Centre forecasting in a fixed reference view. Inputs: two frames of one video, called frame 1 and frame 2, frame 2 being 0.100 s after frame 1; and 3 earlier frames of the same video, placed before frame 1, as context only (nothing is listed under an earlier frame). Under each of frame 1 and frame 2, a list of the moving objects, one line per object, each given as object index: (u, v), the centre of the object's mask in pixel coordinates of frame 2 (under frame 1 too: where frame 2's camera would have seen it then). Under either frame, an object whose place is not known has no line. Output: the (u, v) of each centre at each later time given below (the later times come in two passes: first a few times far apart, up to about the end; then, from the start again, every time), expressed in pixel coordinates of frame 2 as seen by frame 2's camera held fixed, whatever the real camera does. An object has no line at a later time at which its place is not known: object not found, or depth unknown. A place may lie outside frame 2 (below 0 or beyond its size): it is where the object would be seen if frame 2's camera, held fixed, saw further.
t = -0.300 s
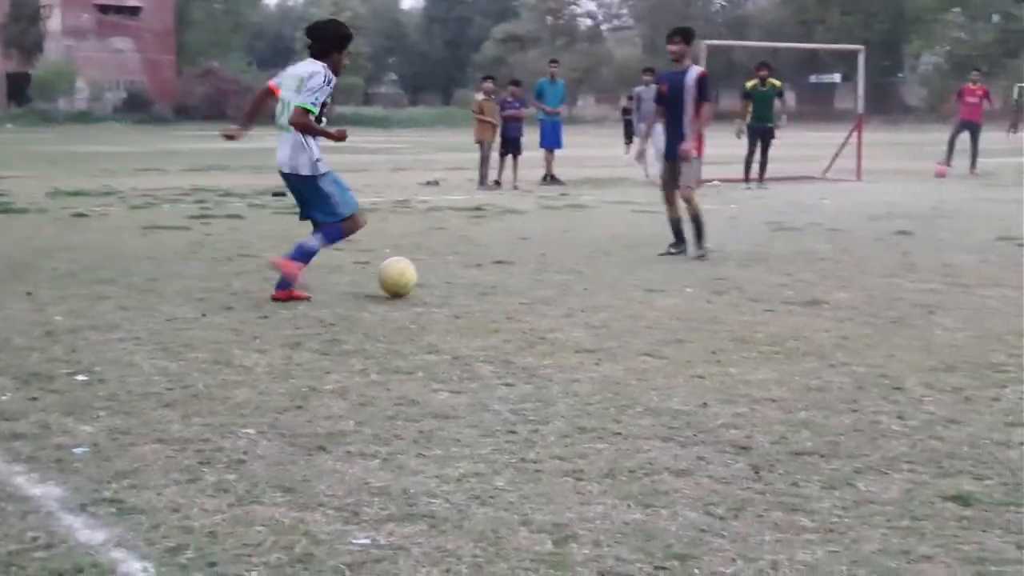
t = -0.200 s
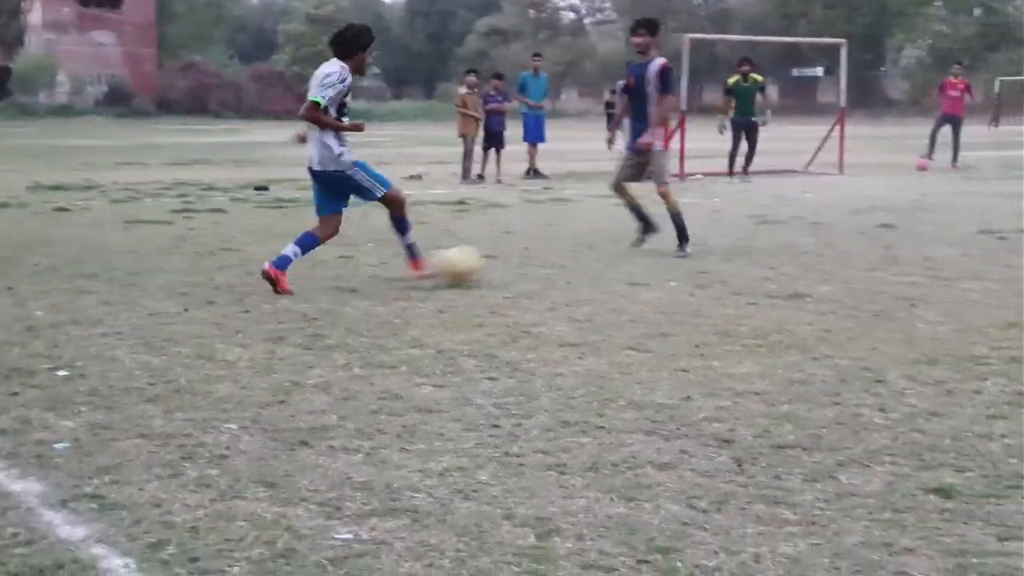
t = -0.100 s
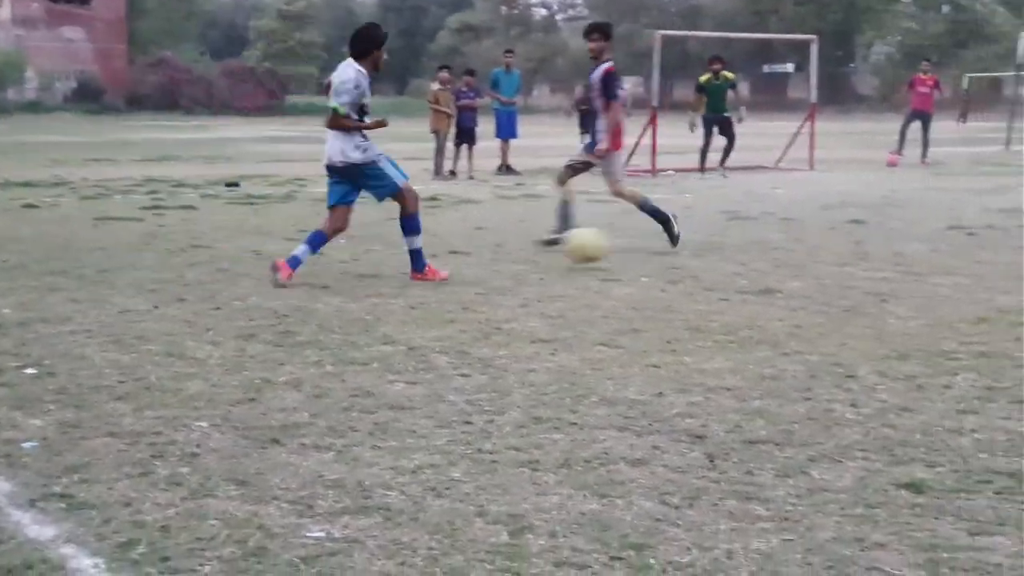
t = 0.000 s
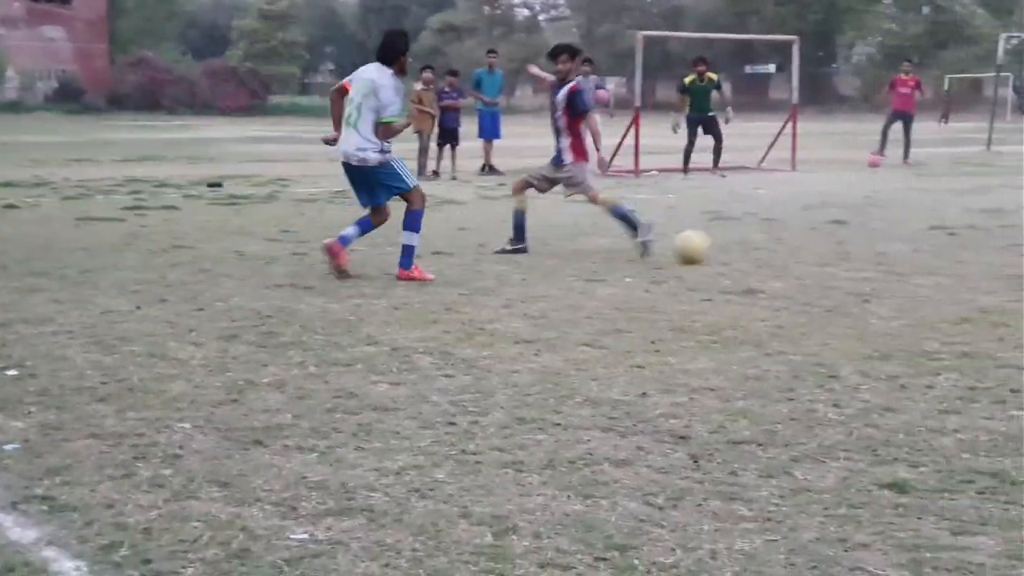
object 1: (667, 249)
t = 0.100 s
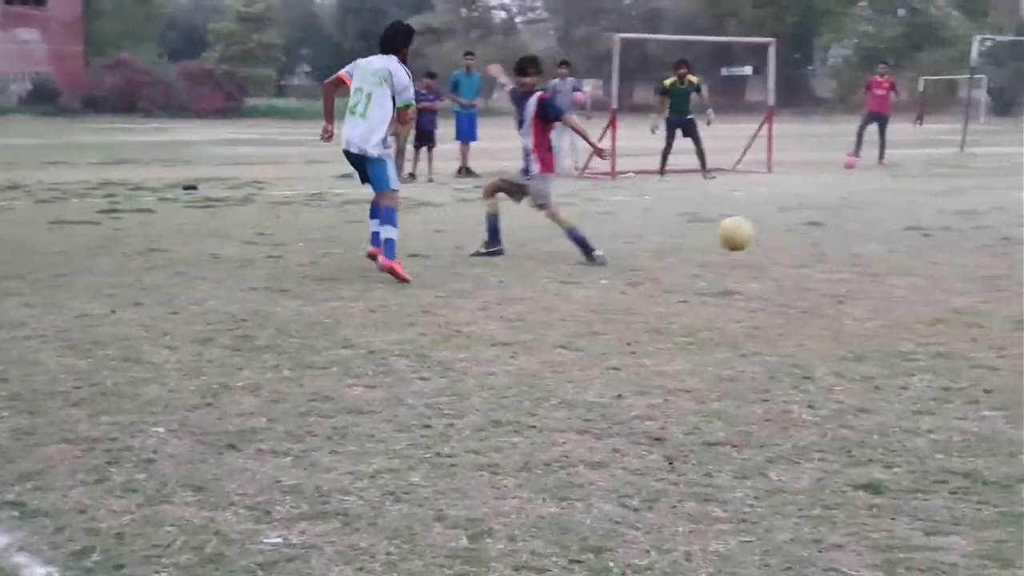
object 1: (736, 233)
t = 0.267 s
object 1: (852, 240)
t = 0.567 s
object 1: (1035, 250)
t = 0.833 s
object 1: (1190, 247)
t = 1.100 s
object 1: (1323, 246)
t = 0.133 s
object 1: (757, 231)
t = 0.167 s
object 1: (782, 230)
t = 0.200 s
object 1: (805, 232)
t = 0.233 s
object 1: (827, 235)
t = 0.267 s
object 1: (852, 240)
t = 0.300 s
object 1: (874, 246)
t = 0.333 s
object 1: (897, 252)
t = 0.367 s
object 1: (917, 247)
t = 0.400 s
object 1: (937, 243)
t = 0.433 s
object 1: (957, 242)
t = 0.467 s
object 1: (977, 242)
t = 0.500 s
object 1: (997, 243)
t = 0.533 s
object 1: (1016, 247)
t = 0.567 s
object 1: (1035, 250)
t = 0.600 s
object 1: (1056, 246)
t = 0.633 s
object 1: (1077, 243)
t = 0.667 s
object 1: (1097, 243)
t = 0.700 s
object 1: (1117, 244)
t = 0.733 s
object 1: (1136, 247)
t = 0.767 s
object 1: (1155, 250)
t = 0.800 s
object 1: (1172, 247)
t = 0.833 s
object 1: (1190, 247)
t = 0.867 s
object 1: (1207, 247)
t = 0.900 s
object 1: (1226, 248)
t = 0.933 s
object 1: (1244, 247)
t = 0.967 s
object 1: (1261, 248)
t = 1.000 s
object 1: (1277, 249)
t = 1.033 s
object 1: (1292, 247)
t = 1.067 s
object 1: (1308, 246)
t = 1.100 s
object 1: (1323, 246)
